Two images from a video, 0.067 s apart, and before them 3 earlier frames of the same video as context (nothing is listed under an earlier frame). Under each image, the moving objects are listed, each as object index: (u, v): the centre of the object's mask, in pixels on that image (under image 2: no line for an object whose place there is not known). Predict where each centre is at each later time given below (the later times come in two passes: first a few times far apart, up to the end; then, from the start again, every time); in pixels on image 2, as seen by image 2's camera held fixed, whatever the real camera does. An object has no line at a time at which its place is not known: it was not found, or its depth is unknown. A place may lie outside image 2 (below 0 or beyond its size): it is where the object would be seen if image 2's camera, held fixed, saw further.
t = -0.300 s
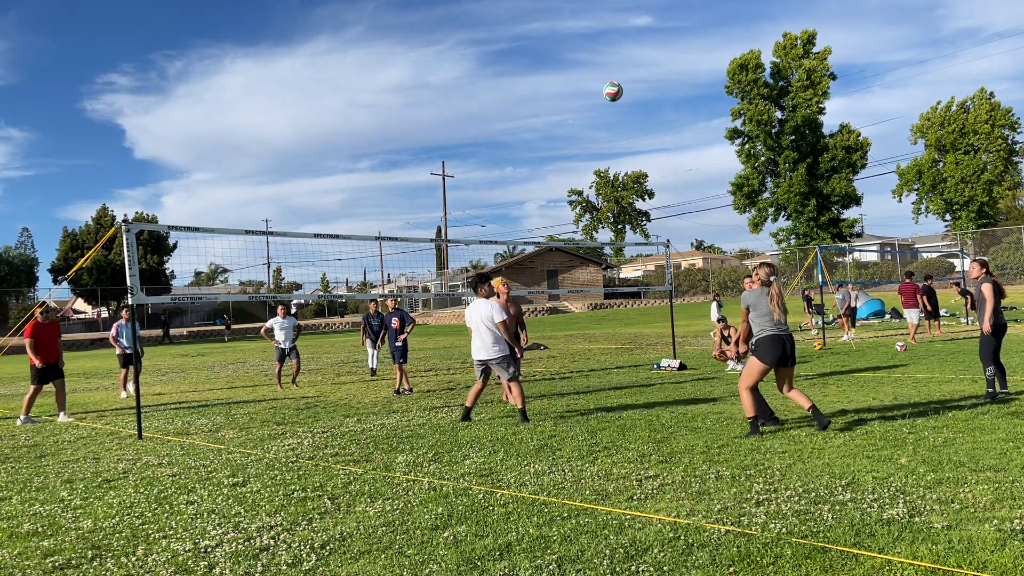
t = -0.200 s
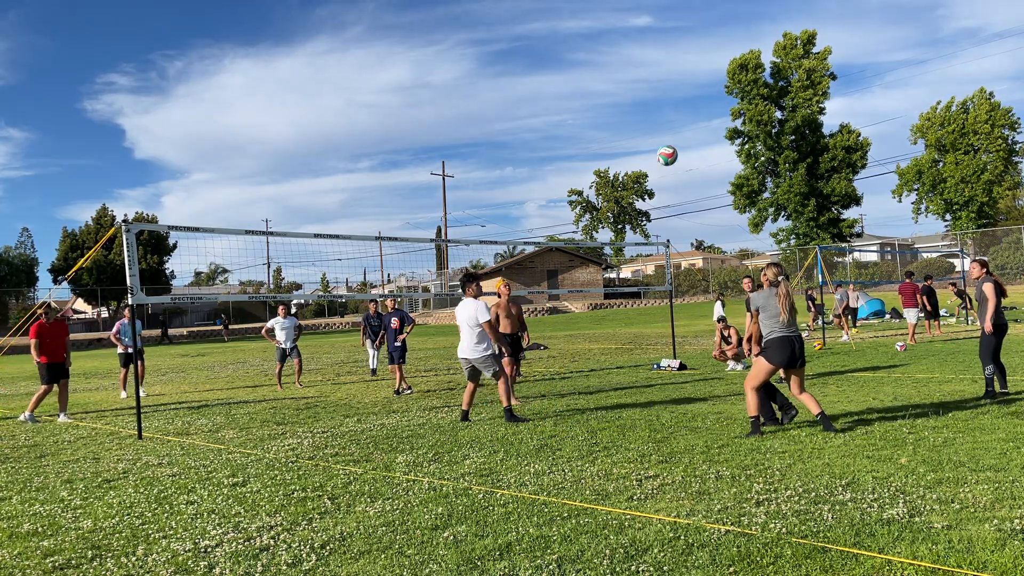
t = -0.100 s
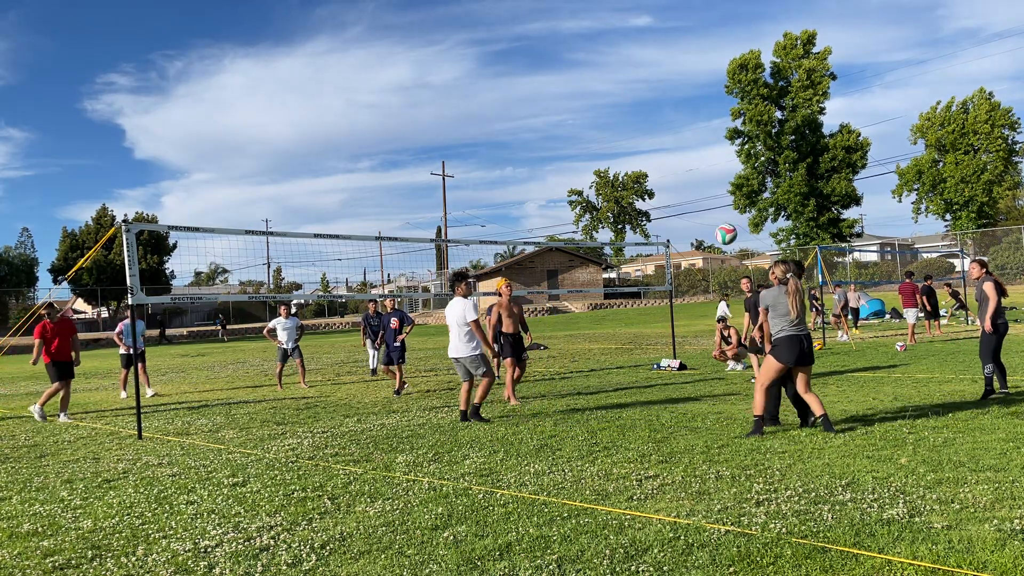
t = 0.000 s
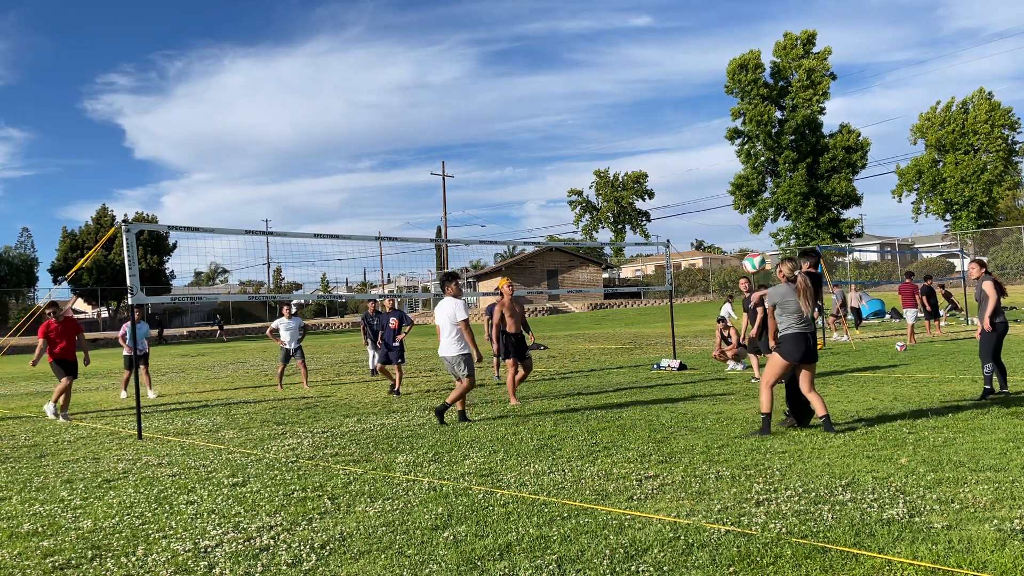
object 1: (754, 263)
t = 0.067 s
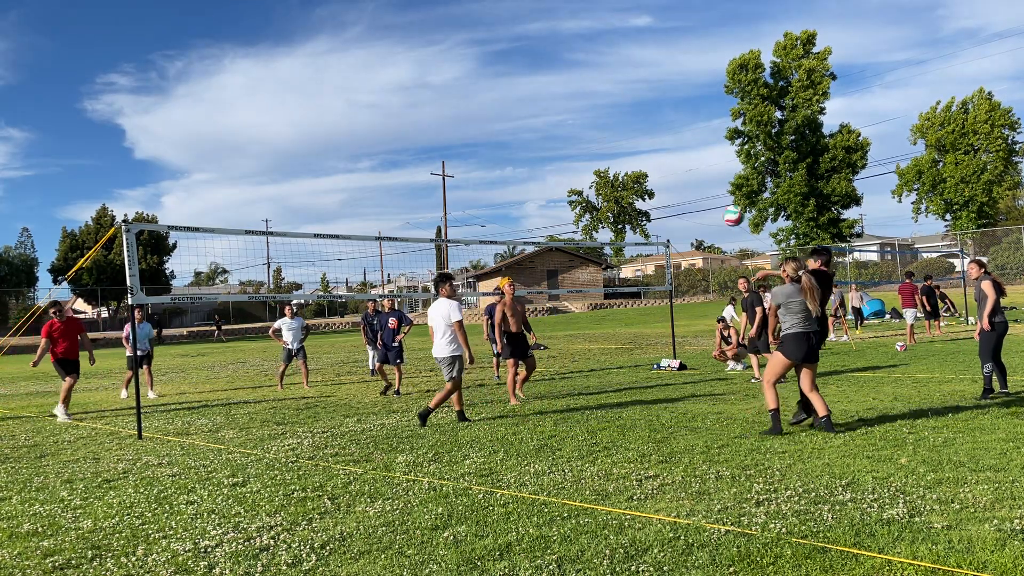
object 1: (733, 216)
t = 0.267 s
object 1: (678, 106)
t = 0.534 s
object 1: (620, 29)
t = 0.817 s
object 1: (576, 22)
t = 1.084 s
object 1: (545, 74)
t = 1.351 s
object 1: (524, 175)
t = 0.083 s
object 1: (728, 204)
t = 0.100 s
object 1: (723, 194)
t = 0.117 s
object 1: (719, 183)
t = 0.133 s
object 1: (714, 173)
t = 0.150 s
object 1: (709, 164)
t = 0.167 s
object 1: (704, 155)
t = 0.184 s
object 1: (700, 145)
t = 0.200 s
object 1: (695, 137)
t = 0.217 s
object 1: (691, 129)
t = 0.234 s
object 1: (686, 121)
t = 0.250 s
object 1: (682, 113)
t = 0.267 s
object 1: (678, 106)
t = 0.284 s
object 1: (674, 99)
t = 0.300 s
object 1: (670, 92)
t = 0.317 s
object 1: (666, 86)
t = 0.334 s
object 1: (662, 80)
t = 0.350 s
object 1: (658, 74)
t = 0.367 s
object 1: (654, 68)
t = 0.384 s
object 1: (651, 63)
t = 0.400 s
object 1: (647, 58)
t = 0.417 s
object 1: (644, 53)
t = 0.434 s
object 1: (640, 49)
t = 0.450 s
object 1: (637, 45)
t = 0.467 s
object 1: (634, 41)
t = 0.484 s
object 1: (630, 37)
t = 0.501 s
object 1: (627, 34)
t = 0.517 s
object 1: (624, 31)
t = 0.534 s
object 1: (620, 29)
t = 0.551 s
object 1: (617, 26)
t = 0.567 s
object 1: (614, 24)
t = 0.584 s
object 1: (611, 22)
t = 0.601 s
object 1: (608, 21)
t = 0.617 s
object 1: (606, 19)
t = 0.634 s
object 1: (603, 18)
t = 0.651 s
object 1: (600, 17)
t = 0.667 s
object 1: (598, 17)
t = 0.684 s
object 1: (595, 16)
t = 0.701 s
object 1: (592, 16)
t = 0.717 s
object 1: (590, 16)
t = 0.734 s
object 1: (587, 17)
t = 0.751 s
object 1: (585, 17)
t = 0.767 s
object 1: (583, 18)
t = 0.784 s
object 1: (580, 19)
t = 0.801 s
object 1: (578, 21)
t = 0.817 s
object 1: (576, 22)
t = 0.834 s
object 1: (574, 24)
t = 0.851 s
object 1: (572, 26)
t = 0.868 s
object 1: (570, 28)
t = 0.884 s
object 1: (568, 30)
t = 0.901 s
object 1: (566, 33)
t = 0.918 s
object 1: (563, 36)
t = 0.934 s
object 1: (561, 39)
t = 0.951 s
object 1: (559, 42)
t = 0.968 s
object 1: (557, 45)
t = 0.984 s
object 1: (556, 49)
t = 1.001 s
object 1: (554, 53)
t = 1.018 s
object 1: (552, 57)
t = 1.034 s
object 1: (550, 61)
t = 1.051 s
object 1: (549, 65)
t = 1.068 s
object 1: (547, 70)
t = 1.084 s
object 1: (545, 74)
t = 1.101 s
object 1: (544, 79)
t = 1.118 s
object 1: (542, 84)
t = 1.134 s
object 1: (541, 90)
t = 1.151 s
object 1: (539, 95)
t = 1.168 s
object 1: (538, 101)
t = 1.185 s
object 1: (536, 107)
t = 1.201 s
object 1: (535, 113)
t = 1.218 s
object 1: (534, 119)
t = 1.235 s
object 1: (532, 125)
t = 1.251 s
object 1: (531, 132)
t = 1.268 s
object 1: (530, 139)
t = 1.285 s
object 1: (529, 145)
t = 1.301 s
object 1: (528, 152)
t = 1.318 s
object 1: (526, 160)
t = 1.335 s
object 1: (525, 167)
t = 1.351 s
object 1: (524, 175)
